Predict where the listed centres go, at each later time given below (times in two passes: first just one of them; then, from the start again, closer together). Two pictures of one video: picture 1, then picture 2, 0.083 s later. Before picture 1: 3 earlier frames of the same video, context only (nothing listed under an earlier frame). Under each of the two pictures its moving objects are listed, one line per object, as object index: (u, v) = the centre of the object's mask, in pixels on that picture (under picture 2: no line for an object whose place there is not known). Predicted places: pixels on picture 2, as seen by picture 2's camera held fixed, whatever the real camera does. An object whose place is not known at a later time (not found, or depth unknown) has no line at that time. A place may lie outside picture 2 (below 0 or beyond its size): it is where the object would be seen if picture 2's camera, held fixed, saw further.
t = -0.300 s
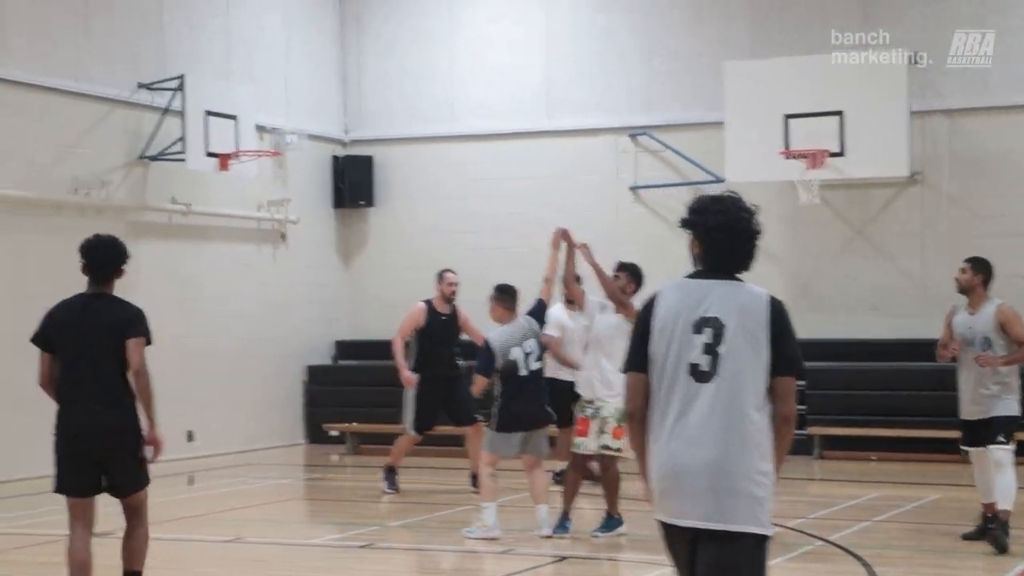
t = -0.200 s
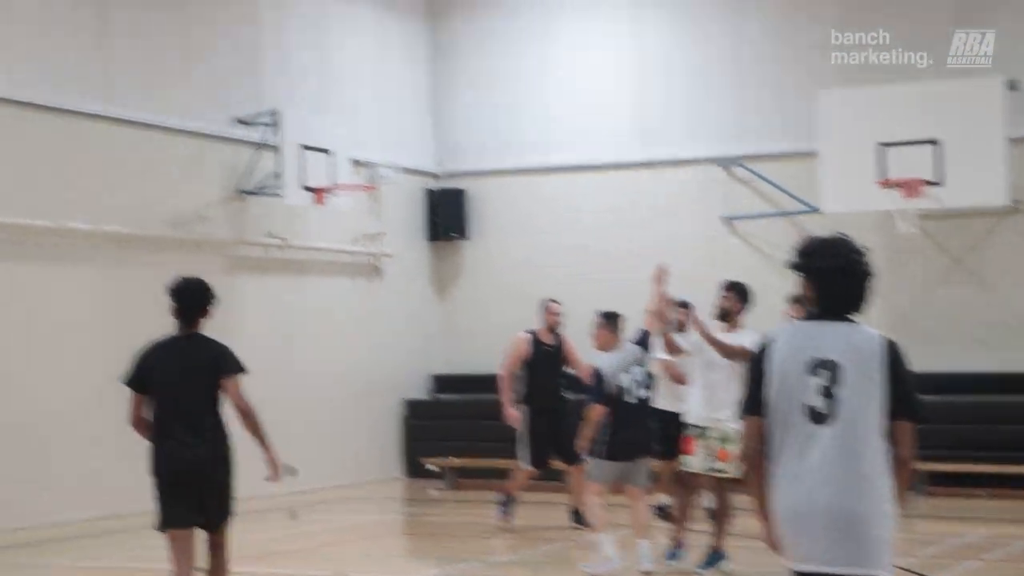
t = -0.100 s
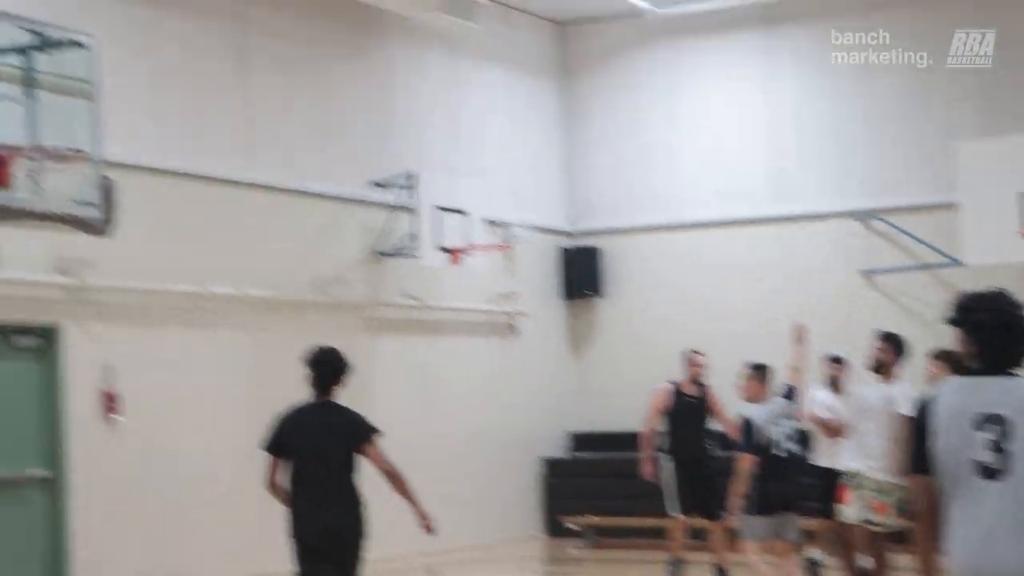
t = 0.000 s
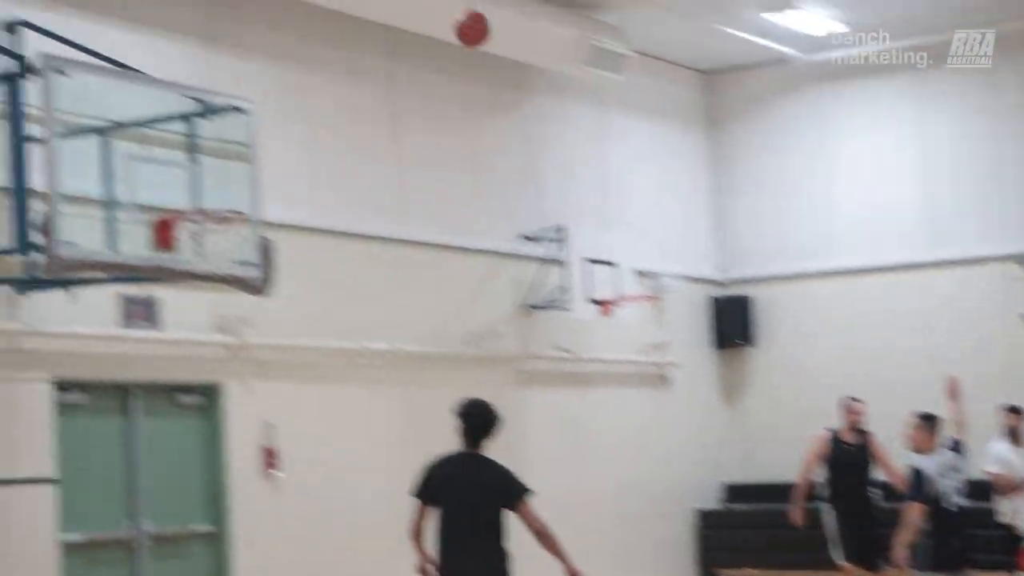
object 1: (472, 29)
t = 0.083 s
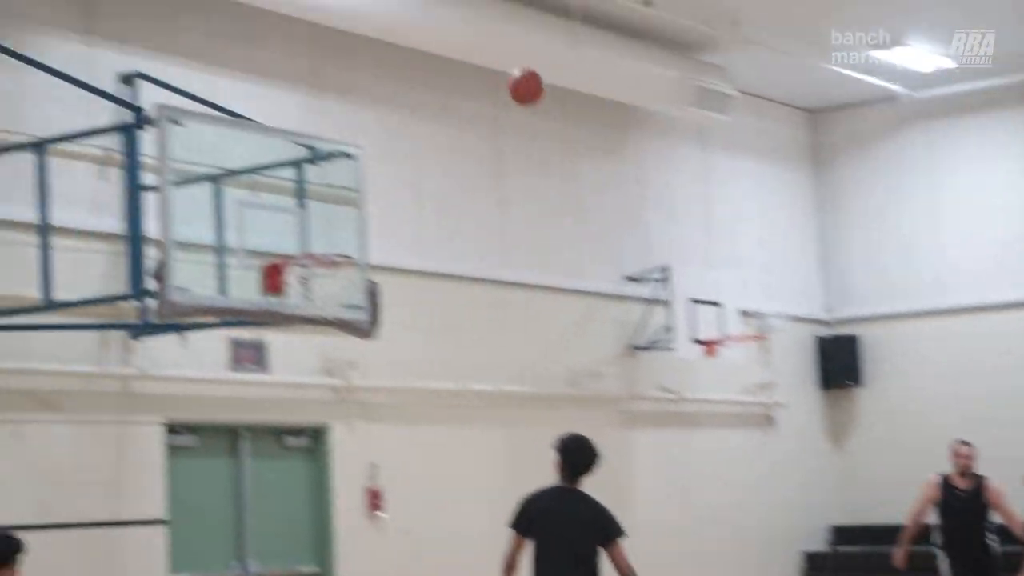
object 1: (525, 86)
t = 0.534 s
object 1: (290, 301)
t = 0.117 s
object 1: (506, 96)
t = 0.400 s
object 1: (342, 239)
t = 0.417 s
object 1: (332, 252)
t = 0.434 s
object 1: (321, 263)
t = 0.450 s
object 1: (312, 277)
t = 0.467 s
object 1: (303, 287)
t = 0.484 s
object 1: (297, 293)
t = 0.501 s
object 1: (295, 297)
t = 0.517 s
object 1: (292, 299)
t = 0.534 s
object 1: (290, 301)
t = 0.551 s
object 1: (288, 305)
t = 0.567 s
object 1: (286, 308)
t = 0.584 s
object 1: (285, 312)
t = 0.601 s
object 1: (283, 316)
